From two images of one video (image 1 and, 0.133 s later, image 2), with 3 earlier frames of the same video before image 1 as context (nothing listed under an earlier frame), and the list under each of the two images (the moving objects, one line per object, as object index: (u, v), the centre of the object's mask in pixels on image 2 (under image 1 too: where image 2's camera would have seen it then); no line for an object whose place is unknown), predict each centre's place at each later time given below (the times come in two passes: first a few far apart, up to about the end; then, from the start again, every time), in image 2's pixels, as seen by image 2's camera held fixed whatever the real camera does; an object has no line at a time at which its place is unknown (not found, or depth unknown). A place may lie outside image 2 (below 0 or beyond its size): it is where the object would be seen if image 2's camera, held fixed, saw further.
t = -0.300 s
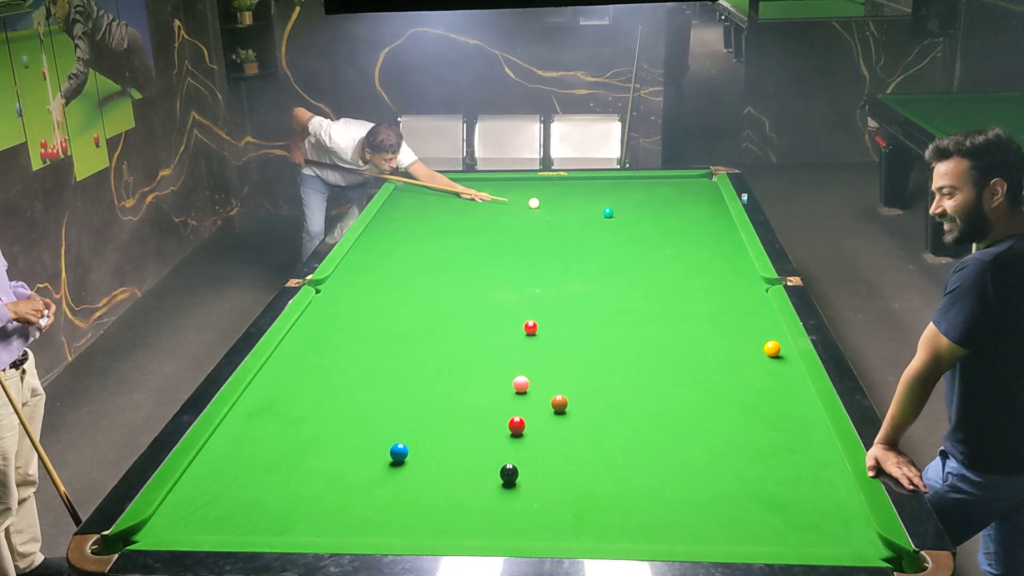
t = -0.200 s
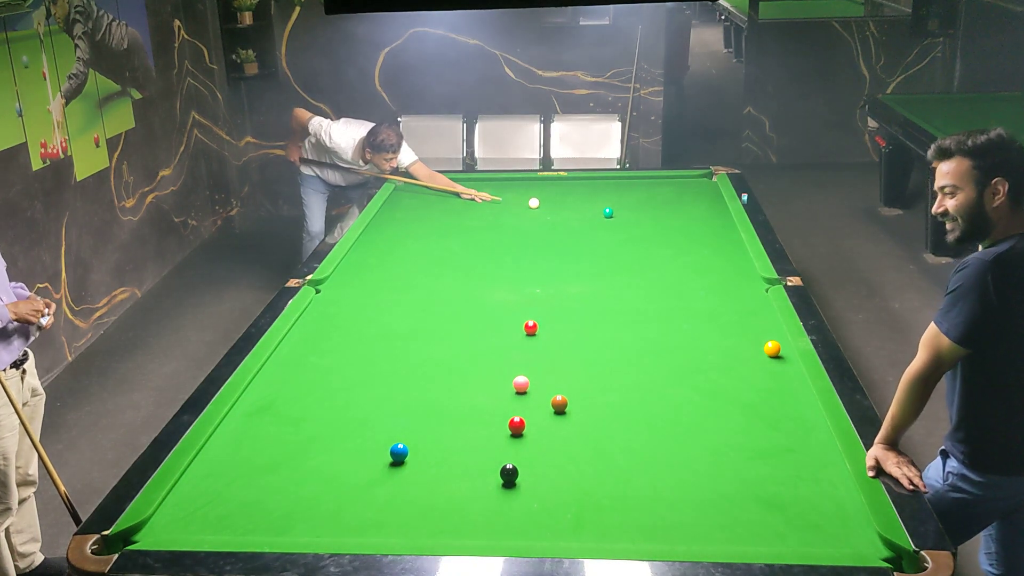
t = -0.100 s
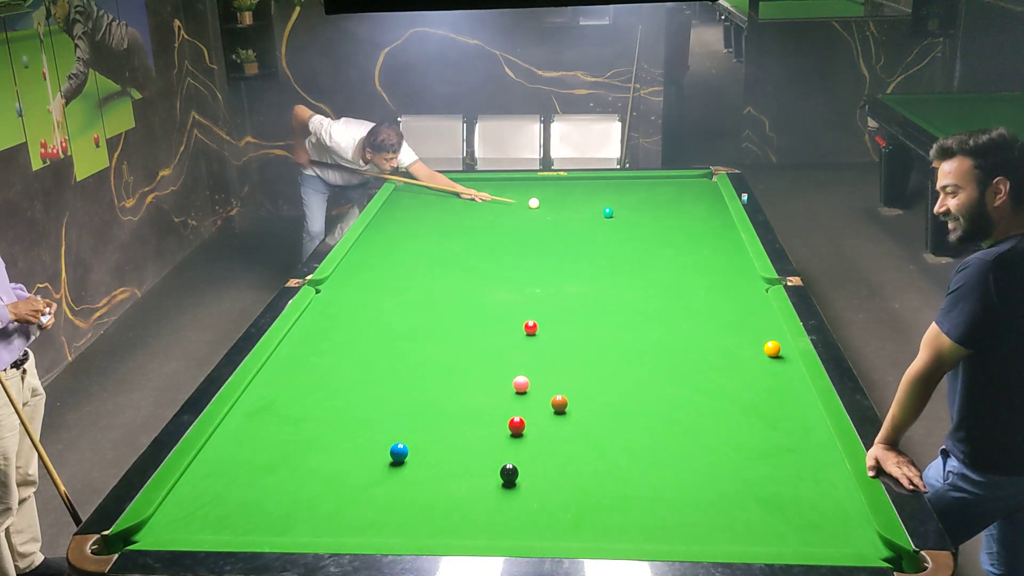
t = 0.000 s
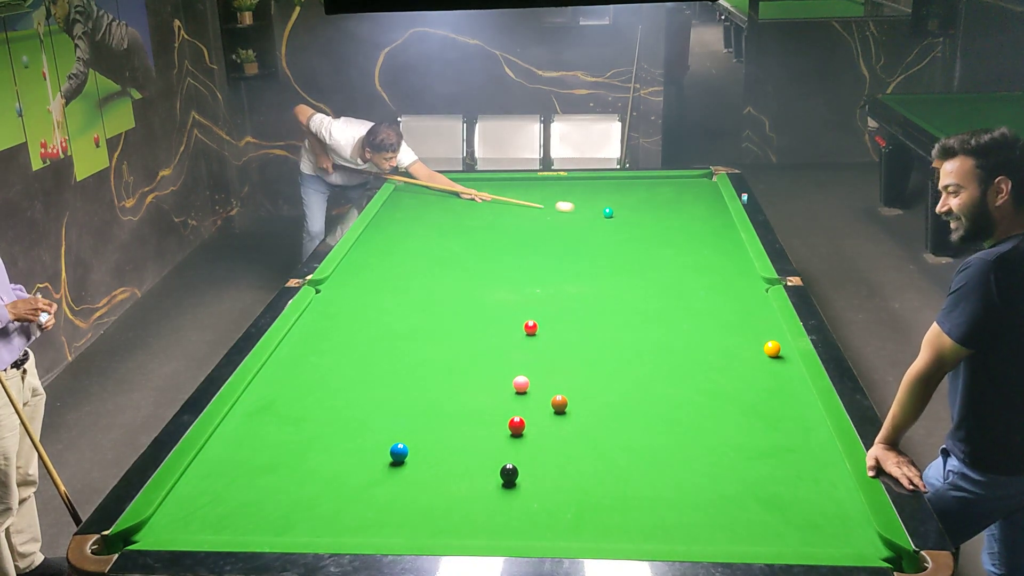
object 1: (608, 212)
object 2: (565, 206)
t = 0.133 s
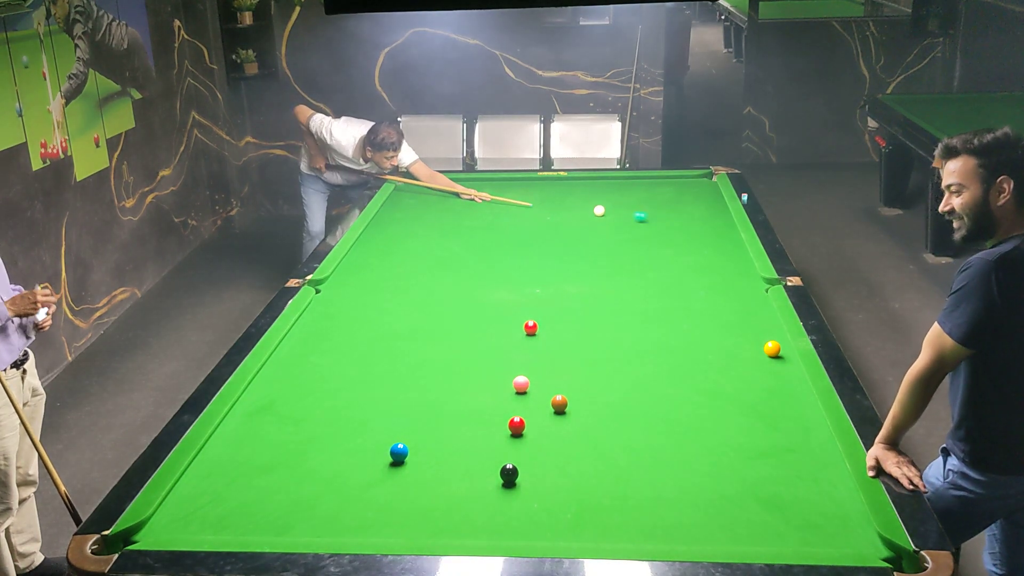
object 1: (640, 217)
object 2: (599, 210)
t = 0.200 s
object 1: (670, 221)
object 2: (598, 210)
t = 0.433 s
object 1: (706, 233)
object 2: (592, 208)
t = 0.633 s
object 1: (653, 242)
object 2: (587, 207)
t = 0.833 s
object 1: (603, 250)
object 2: (584, 205)
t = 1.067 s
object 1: (543, 261)
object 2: (580, 204)
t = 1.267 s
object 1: (490, 270)
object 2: (578, 203)
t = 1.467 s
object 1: (436, 279)
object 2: (576, 203)
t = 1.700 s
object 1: (371, 291)
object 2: (575, 202)
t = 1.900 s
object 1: (318, 300)
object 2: (575, 202)
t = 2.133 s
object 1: (353, 306)
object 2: (575, 202)
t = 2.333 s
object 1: (381, 311)
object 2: (575, 202)
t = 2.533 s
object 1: (409, 316)
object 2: (575, 202)
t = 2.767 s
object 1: (442, 322)
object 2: (575, 202)
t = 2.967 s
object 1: (469, 327)
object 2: (575, 202)
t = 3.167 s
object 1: (496, 332)
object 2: (575, 202)
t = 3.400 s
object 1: (527, 337)
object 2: (575, 202)
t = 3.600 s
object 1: (554, 342)
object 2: (575, 202)
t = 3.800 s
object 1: (580, 347)
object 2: (575, 202)
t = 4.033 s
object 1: (609, 352)
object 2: (575, 202)
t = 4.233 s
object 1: (635, 357)
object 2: (575, 202)
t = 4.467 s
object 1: (663, 362)
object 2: (575, 202)
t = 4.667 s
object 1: (687, 367)
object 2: (575, 202)
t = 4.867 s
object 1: (709, 371)
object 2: (575, 202)
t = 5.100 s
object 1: (734, 376)
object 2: (575, 202)
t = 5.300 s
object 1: (755, 379)
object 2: (575, 202)
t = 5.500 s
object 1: (774, 383)
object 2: (575, 202)
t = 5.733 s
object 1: (795, 387)
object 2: (575, 202)
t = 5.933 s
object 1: (795, 389)
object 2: (575, 202)
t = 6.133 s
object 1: (786, 390)
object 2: (575, 202)
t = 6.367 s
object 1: (777, 392)
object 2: (575, 202)
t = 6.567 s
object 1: (770, 393)
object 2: (575, 202)
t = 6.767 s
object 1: (766, 393)
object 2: (575, 202)
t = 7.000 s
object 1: (762, 394)
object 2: (575, 202)
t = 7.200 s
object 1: (760, 395)
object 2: (575, 202)
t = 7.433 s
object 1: (759, 395)
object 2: (575, 202)
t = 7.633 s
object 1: (760, 395)
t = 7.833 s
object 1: (760, 395)
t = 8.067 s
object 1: (760, 395)
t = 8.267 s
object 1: (760, 395)
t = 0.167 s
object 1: (655, 219)
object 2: (599, 210)
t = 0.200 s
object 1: (670, 221)
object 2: (598, 210)
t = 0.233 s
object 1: (686, 223)
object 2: (597, 210)
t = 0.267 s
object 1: (700, 225)
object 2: (596, 209)
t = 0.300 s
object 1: (714, 227)
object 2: (595, 209)
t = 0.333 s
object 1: (727, 229)
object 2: (594, 209)
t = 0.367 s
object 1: (727, 231)
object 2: (593, 209)
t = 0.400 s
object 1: (716, 232)
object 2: (592, 208)
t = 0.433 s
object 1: (706, 233)
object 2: (592, 208)
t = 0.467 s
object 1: (696, 235)
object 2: (591, 208)
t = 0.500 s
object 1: (687, 236)
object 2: (590, 208)
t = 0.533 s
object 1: (678, 238)
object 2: (589, 207)
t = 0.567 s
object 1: (670, 239)
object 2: (589, 207)
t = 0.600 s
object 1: (662, 240)
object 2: (588, 207)
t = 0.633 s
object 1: (653, 242)
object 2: (587, 207)
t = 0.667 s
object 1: (645, 243)
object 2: (587, 206)
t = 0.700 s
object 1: (637, 245)
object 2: (586, 206)
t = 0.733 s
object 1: (628, 247)
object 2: (585, 206)
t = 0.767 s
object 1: (620, 248)
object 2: (585, 206)
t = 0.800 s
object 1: (611, 249)
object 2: (584, 206)
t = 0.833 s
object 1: (603, 250)
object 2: (584, 205)
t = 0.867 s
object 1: (594, 252)
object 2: (583, 205)
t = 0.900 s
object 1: (586, 254)
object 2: (583, 205)
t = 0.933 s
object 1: (577, 255)
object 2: (582, 205)
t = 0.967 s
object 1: (568, 256)
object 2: (582, 205)
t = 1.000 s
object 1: (560, 258)
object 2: (581, 205)
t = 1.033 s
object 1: (552, 259)
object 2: (581, 204)
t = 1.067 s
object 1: (543, 261)
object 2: (580, 204)
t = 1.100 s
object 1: (535, 262)
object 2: (580, 204)
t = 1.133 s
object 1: (526, 264)
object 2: (579, 204)
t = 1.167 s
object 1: (517, 265)
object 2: (579, 204)
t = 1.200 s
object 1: (508, 267)
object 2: (579, 204)
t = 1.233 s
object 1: (499, 269)
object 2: (578, 204)
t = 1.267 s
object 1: (490, 270)
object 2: (578, 203)
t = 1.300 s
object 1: (481, 272)
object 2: (578, 203)
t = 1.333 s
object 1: (472, 273)
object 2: (577, 203)
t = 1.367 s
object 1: (463, 275)
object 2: (577, 203)
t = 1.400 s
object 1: (454, 276)
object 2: (577, 203)
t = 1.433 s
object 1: (445, 278)
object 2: (576, 203)
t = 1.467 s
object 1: (436, 279)
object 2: (576, 203)
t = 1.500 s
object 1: (427, 281)
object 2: (576, 203)
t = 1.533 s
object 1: (418, 283)
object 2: (576, 203)
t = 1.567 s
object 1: (409, 284)
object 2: (576, 203)
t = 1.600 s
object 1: (399, 286)
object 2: (575, 203)
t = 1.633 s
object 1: (390, 287)
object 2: (575, 202)
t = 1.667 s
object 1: (381, 289)
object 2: (575, 202)
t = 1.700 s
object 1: (371, 291)
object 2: (575, 202)
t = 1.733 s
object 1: (362, 292)
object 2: (575, 202)
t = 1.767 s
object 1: (353, 294)
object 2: (575, 202)
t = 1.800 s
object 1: (343, 296)
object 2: (575, 202)
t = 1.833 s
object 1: (333, 297)
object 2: (575, 202)
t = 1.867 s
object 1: (324, 299)
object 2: (575, 202)
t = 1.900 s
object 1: (318, 300)
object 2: (575, 202)
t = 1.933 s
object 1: (323, 301)
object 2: (575, 202)
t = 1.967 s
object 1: (329, 302)
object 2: (575, 202)
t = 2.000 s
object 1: (334, 303)
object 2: (575, 202)
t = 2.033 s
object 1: (339, 303)
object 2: (575, 202)
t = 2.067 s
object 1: (344, 304)
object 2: (575, 202)
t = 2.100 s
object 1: (348, 305)
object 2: (575, 202)
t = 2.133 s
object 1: (353, 306)
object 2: (575, 202)
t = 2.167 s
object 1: (358, 307)
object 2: (575, 202)
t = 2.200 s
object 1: (363, 308)
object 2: (575, 202)
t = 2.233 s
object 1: (367, 308)
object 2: (575, 202)
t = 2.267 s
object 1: (372, 309)
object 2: (575, 202)
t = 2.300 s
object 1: (376, 310)
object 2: (575, 202)
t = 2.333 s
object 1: (381, 311)
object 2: (575, 202)
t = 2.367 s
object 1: (386, 312)
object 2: (575, 202)
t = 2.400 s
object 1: (391, 313)
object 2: (575, 202)
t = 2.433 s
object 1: (395, 313)
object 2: (575, 202)
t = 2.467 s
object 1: (400, 314)
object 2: (575, 202)
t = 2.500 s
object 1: (405, 315)
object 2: (575, 202)
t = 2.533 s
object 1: (409, 316)
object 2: (575, 202)
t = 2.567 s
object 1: (414, 317)
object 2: (575, 202)
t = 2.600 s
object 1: (418, 317)
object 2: (575, 202)
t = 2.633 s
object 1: (423, 318)
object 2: (575, 202)
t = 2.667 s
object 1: (428, 319)
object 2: (575, 202)
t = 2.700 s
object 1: (432, 320)
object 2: (575, 202)
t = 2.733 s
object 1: (437, 321)
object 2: (575, 202)
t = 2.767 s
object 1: (442, 322)
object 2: (575, 202)
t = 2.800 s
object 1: (446, 322)
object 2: (575, 202)
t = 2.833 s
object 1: (451, 323)
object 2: (575, 202)
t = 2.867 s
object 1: (455, 324)
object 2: (575, 202)
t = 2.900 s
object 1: (460, 325)
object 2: (575, 202)
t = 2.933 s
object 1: (465, 326)
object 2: (575, 202)
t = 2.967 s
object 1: (469, 327)
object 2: (575, 202)
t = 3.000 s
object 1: (474, 327)
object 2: (575, 202)
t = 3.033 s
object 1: (478, 328)
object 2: (575, 202)
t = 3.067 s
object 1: (483, 329)
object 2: (575, 202)
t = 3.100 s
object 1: (487, 330)
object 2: (575, 202)
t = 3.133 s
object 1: (492, 331)
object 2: (575, 202)
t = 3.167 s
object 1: (496, 332)
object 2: (575, 202)
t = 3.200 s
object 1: (501, 332)
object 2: (575, 202)
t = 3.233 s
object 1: (505, 333)
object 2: (575, 202)
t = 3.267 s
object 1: (509, 333)
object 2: (575, 202)
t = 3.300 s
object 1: (514, 334)
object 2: (575, 202)
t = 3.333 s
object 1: (518, 335)
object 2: (575, 202)
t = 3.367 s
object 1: (523, 336)
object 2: (575, 202)
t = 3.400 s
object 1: (527, 337)
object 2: (575, 202)
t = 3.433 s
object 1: (532, 338)
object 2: (575, 202)
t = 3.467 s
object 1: (536, 338)
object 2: (575, 202)
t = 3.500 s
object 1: (540, 340)
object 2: (575, 202)
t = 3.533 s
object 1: (545, 340)
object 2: (575, 202)
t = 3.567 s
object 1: (549, 341)
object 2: (575, 202)
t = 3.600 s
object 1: (554, 342)
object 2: (575, 202)
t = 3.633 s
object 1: (558, 343)
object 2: (575, 202)
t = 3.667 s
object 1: (562, 343)
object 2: (575, 202)
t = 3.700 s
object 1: (567, 344)
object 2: (575, 202)
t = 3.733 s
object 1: (571, 345)
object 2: (575, 202)
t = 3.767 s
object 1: (576, 346)
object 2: (575, 202)
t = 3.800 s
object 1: (580, 347)
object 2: (575, 202)
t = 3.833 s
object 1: (584, 347)
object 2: (575, 202)
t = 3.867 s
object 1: (588, 348)
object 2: (575, 202)
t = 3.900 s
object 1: (593, 349)
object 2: (575, 202)
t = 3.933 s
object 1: (597, 350)
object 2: (575, 202)
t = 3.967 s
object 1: (601, 350)
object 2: (575, 202)
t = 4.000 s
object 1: (606, 351)
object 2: (575, 202)
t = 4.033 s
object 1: (609, 352)
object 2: (575, 202)
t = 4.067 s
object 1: (614, 353)
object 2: (575, 202)
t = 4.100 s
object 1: (618, 354)
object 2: (575, 202)
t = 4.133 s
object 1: (622, 355)
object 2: (575, 202)
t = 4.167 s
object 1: (626, 355)
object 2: (575, 202)
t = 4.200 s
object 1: (631, 356)
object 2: (575, 202)
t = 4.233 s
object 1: (635, 357)
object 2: (575, 202)
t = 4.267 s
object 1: (639, 357)
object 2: (575, 202)
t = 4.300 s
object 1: (643, 358)
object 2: (575, 202)
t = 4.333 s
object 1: (647, 359)
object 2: (575, 202)
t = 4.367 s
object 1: (651, 360)
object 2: (575, 202)
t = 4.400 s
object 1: (655, 361)
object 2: (575, 202)
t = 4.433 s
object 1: (659, 361)
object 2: (575, 202)
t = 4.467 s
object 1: (663, 362)
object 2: (575, 202)
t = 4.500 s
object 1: (667, 363)
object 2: (575, 202)
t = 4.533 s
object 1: (671, 364)
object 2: (575, 202)
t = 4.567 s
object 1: (675, 364)
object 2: (575, 202)
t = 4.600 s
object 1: (679, 365)
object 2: (575, 202)
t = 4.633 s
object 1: (683, 366)
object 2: (575, 202)
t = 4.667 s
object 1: (687, 367)
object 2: (575, 202)
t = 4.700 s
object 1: (690, 367)
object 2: (575, 202)
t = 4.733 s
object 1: (694, 368)
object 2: (575, 202)
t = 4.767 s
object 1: (698, 369)
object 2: (575, 202)
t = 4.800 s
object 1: (702, 370)
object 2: (575, 202)
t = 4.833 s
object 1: (706, 370)
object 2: (575, 202)
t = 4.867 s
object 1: (709, 371)
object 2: (575, 202)
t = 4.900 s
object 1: (713, 372)
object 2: (575, 202)
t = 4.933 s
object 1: (717, 372)
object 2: (575, 202)
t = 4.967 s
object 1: (720, 373)
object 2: (575, 202)
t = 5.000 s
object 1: (724, 374)
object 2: (575, 202)
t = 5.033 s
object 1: (727, 374)
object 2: (575, 202)
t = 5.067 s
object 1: (731, 375)
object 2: (575, 202)
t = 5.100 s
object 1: (734, 376)
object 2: (575, 202)
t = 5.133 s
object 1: (738, 376)
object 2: (575, 202)
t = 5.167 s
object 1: (741, 377)
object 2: (575, 202)
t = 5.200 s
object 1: (745, 378)
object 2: (575, 202)
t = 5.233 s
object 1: (748, 378)
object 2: (575, 202)
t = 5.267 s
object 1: (751, 379)
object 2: (575, 202)
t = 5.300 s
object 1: (755, 379)
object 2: (575, 202)
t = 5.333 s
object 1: (758, 380)
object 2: (575, 202)
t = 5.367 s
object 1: (761, 381)
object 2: (575, 202)
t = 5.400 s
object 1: (764, 381)
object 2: (575, 202)
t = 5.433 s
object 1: (768, 382)
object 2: (575, 202)
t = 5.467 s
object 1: (771, 382)
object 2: (575, 202)
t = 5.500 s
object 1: (774, 383)
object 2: (575, 202)
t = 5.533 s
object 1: (777, 384)
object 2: (575, 202)
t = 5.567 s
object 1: (780, 384)
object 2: (575, 202)
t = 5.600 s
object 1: (783, 385)
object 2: (575, 202)
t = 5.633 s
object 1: (786, 385)
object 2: (575, 202)
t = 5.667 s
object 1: (789, 386)
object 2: (575, 202)
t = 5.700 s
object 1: (792, 386)
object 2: (575, 202)
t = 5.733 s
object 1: (795, 387)
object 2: (575, 202)
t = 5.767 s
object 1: (797, 387)
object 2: (575, 202)
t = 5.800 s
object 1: (800, 388)
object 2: (575, 202)
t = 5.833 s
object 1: (800, 388)
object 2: (575, 202)
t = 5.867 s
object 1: (799, 388)
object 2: (575, 202)
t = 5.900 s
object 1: (797, 389)
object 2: (575, 202)
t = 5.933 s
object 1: (795, 389)
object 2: (575, 202)
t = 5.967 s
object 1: (794, 389)
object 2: (575, 202)
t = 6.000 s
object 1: (792, 389)
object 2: (575, 202)
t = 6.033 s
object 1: (790, 390)
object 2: (575, 202)
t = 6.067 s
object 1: (789, 390)
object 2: (575, 202)
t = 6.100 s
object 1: (788, 390)
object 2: (575, 202)
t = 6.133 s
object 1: (786, 390)
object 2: (575, 202)
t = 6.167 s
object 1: (785, 390)
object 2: (575, 202)
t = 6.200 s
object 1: (783, 391)
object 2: (575, 202)
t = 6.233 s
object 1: (782, 391)
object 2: (575, 202)
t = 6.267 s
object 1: (781, 391)
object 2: (575, 202)
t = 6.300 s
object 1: (779, 391)
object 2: (575, 202)
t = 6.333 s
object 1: (778, 391)
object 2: (575, 202)
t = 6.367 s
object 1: (777, 392)
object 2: (575, 202)
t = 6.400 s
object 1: (776, 392)
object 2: (575, 202)
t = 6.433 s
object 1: (775, 392)
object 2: (575, 202)
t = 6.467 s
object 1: (774, 392)
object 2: (575, 202)
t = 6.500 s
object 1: (773, 392)
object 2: (575, 202)
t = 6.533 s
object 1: (772, 393)
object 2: (575, 202)
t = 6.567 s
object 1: (770, 393)
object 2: (575, 202)
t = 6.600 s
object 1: (770, 393)
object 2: (575, 202)
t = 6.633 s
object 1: (769, 393)
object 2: (575, 202)
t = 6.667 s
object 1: (768, 393)
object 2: (575, 202)
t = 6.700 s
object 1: (767, 393)
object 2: (575, 202)
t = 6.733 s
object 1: (766, 393)
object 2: (575, 202)
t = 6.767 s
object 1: (766, 393)
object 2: (575, 202)
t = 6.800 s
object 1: (765, 393)
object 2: (575, 202)
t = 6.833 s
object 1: (764, 394)
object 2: (575, 202)
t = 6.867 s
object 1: (764, 394)
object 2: (575, 202)
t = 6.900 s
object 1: (763, 394)
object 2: (575, 202)
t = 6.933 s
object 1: (763, 394)
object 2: (575, 202)
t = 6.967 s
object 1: (762, 394)
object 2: (575, 202)
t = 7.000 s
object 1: (762, 394)
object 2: (575, 202)
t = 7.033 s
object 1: (761, 394)
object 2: (575, 202)
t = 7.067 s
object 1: (761, 394)
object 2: (575, 202)
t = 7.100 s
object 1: (760, 394)
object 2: (575, 202)
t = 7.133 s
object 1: (760, 394)
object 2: (575, 202)
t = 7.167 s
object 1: (760, 394)
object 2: (575, 202)
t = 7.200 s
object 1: (760, 395)
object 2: (575, 202)
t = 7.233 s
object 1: (760, 395)
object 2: (575, 202)
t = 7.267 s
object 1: (759, 395)
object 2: (575, 202)
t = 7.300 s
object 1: (759, 395)
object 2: (575, 202)
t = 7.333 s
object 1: (759, 395)
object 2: (575, 202)
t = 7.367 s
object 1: (759, 395)
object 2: (575, 202)
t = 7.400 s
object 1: (759, 395)
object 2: (575, 202)
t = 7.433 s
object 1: (759, 395)
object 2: (575, 202)
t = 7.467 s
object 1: (759, 395)
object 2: (575, 202)
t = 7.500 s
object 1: (759, 395)
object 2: (575, 202)
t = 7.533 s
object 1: (759, 395)
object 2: (575, 202)
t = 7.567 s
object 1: (760, 395)
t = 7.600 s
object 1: (760, 395)
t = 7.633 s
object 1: (760, 395)
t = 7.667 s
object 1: (760, 395)
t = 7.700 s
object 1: (760, 395)
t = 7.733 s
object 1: (760, 395)
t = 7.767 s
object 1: (760, 395)
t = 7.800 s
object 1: (760, 395)
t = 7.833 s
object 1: (760, 395)
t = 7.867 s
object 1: (760, 395)
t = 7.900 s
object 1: (760, 395)
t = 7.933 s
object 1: (760, 395)
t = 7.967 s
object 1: (760, 395)
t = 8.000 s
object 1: (760, 395)
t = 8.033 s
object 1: (760, 395)
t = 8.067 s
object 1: (760, 395)
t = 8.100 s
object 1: (760, 395)
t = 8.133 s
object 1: (760, 395)
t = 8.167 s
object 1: (760, 395)
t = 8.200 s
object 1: (760, 395)
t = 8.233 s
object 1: (760, 395)
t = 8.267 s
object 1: (760, 395)
